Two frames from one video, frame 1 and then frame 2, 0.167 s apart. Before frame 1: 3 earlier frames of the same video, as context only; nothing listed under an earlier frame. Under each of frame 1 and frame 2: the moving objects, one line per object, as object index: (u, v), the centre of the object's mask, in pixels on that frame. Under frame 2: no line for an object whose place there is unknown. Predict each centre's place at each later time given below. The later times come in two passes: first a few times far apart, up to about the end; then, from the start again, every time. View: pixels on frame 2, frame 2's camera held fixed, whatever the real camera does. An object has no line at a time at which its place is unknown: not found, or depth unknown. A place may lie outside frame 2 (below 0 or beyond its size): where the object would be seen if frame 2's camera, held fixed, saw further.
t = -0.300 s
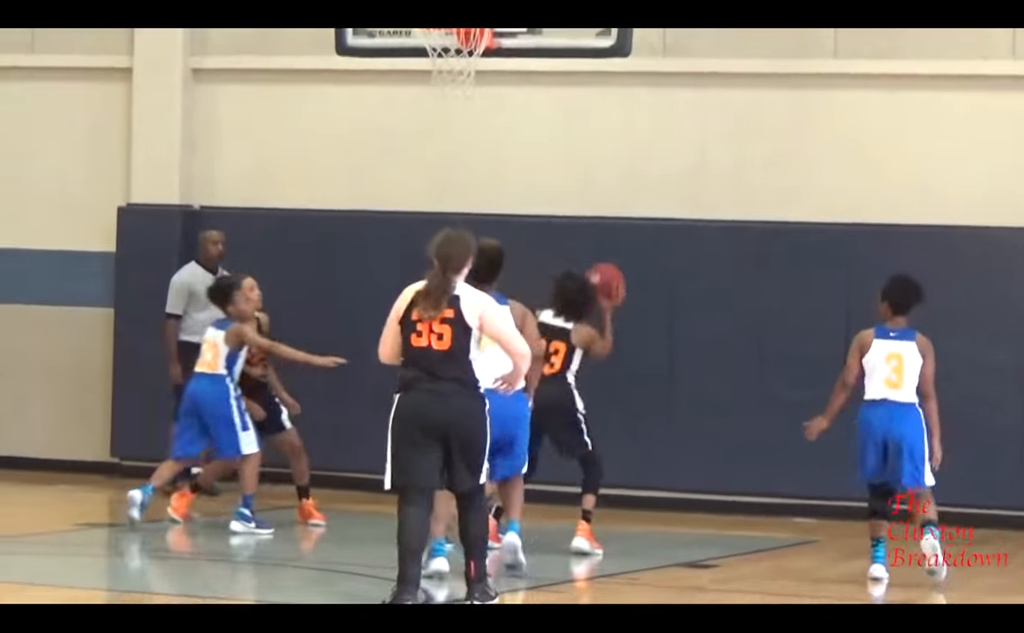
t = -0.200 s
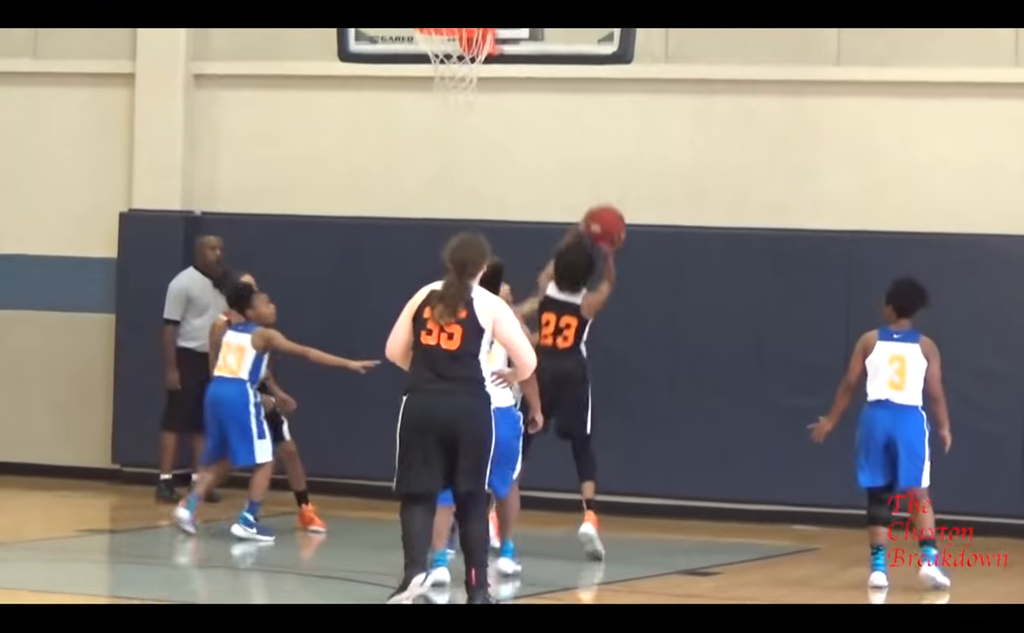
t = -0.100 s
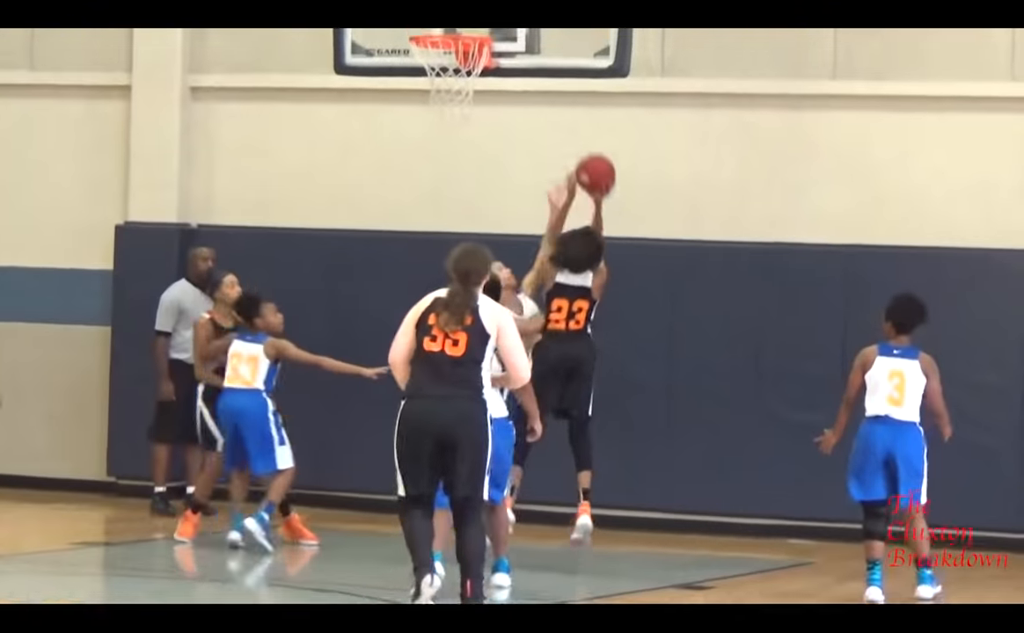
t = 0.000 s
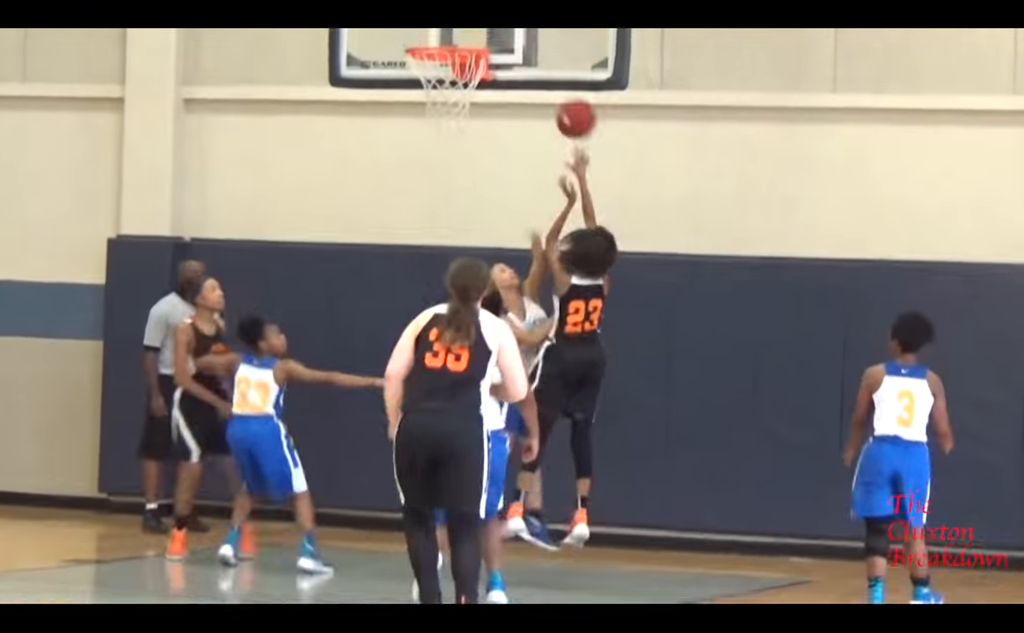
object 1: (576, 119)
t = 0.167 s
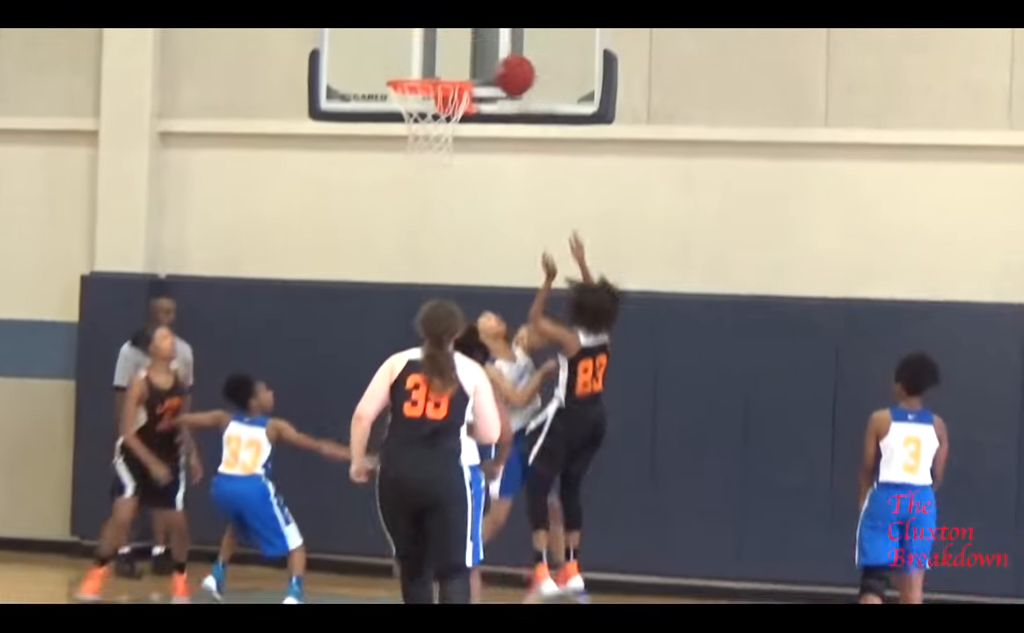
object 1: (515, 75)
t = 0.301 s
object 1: (469, 62)
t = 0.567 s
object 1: (420, 92)
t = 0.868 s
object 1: (420, 175)
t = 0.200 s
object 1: (502, 69)
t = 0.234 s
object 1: (492, 65)
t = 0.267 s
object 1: (480, 64)
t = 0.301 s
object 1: (469, 62)
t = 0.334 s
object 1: (461, 61)
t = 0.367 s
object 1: (451, 62)
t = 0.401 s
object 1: (441, 64)
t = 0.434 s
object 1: (432, 67)
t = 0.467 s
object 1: (428, 68)
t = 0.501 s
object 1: (426, 71)
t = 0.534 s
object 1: (423, 84)
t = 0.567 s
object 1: (420, 92)
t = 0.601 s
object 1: (420, 102)
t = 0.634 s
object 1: (415, 112)
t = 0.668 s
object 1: (414, 126)
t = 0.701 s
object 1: (412, 134)
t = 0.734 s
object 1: (413, 138)
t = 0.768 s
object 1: (415, 146)
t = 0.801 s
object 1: (417, 154)
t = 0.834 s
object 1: (418, 161)
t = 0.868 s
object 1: (420, 175)
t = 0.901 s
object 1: (421, 187)
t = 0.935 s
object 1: (422, 202)
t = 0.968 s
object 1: (424, 219)
